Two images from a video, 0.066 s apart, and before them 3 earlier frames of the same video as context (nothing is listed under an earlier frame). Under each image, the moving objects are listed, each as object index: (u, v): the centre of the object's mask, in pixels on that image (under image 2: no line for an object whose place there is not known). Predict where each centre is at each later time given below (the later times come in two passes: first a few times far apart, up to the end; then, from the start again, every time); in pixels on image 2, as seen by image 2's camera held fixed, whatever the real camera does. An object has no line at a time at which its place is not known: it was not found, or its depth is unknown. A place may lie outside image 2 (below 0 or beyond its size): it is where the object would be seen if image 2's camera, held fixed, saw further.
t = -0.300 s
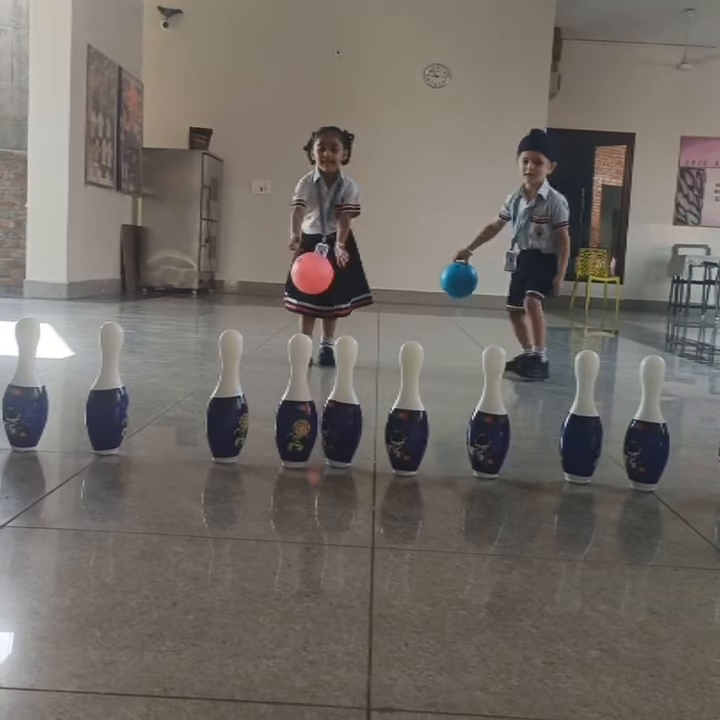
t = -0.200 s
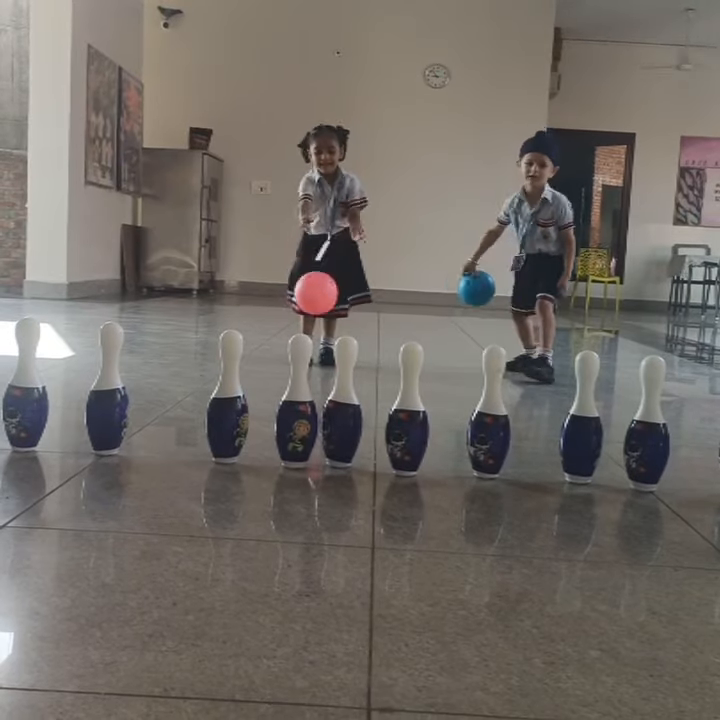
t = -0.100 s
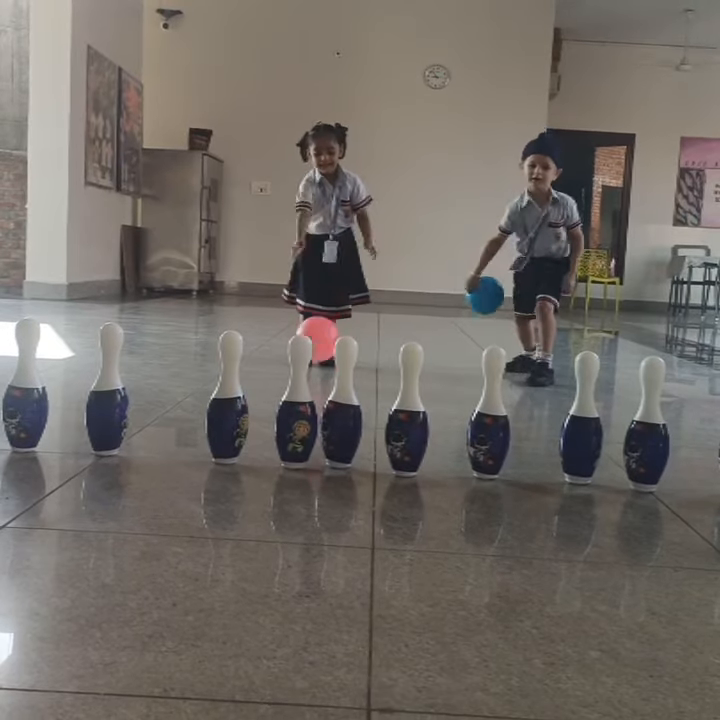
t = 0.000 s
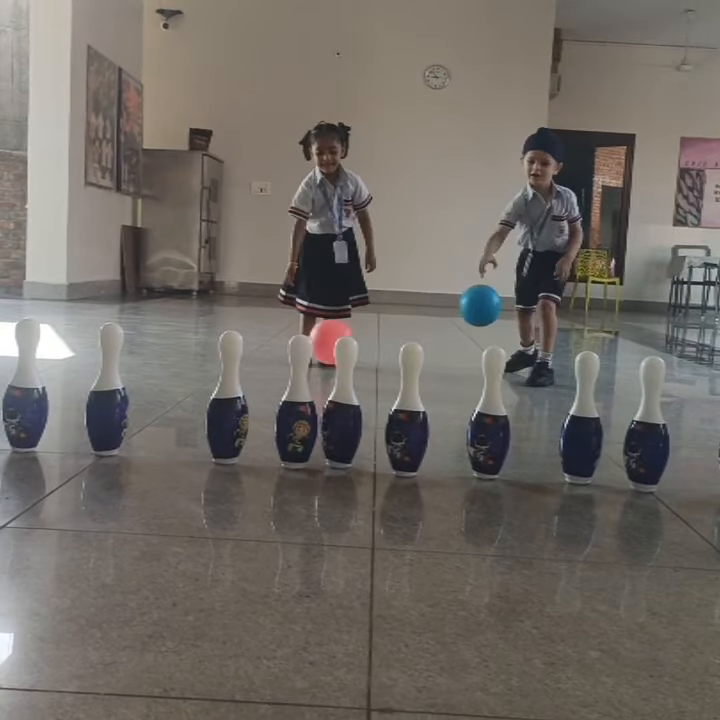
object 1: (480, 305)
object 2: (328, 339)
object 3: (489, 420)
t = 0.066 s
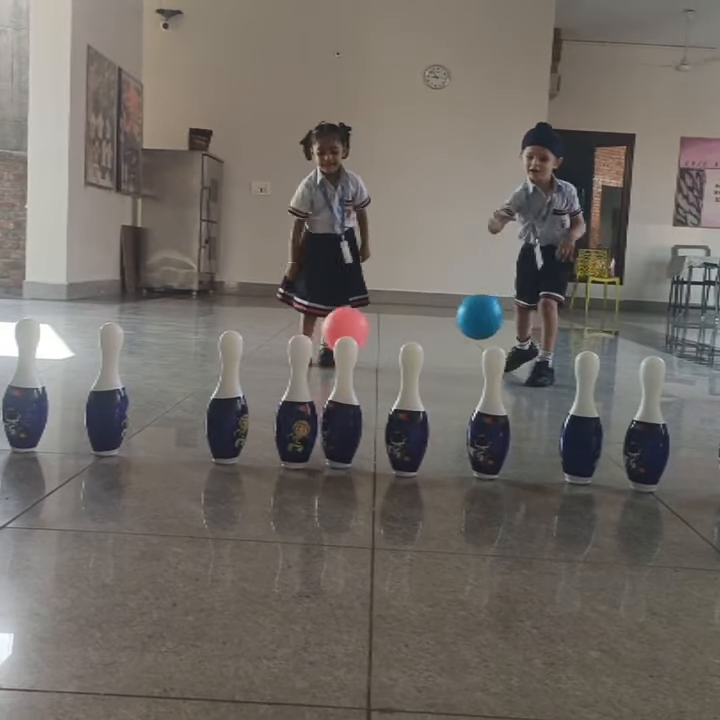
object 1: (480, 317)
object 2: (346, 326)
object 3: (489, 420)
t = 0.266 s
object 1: (465, 376)
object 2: (385, 370)
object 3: (489, 420)
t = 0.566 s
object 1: (450, 416)
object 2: (463, 366)
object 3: (549, 486)
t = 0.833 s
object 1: (448, 454)
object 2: (541, 393)
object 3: (699, 584)
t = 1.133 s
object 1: (498, 535)
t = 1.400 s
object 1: (595, 597)
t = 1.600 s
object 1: (683, 663)
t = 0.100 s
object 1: (478, 327)
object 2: (354, 326)
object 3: (489, 420)
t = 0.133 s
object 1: (475, 339)
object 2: (362, 328)
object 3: (489, 420)
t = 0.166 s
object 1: (469, 358)
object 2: (370, 333)
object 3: (489, 420)
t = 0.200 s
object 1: (465, 383)
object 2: (376, 342)
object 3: (489, 420)
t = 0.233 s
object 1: (464, 387)
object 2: (381, 354)
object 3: (489, 420)
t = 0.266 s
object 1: (465, 376)
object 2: (385, 370)
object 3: (489, 420)
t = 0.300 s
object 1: (468, 366)
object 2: (389, 367)
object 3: (489, 420)
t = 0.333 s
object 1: (475, 360)
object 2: (400, 356)
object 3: (489, 420)
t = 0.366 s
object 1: (478, 360)
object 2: (420, 345)
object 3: (489, 420)
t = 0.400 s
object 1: (480, 364)
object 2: (428, 344)
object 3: (489, 420)
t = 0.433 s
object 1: (474, 372)
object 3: (497, 415)
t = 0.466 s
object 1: (476, 379)
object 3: (508, 438)
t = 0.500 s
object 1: (468, 386)
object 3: (521, 471)
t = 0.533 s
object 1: (459, 399)
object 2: (450, 351)
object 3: (535, 478)
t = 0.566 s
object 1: (450, 416)
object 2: (463, 366)
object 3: (549, 486)
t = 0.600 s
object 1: (441, 441)
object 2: (469, 382)
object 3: (565, 484)
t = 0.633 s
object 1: (434, 464)
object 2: (478, 374)
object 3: (583, 488)
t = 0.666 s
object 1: (438, 448)
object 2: (488, 368)
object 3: (604, 499)
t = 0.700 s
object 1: (441, 438)
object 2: (499, 366)
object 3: (626, 522)
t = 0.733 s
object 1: (445, 434)
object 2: (510, 367)
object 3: (650, 552)
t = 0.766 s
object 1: (447, 435)
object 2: (521, 372)
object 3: (675, 589)
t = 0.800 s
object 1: (449, 441)
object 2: (531, 381)
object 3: (688, 586)
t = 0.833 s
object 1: (448, 454)
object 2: (541, 393)
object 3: (699, 584)
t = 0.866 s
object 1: (445, 472)
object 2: (551, 385)
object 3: (710, 591)
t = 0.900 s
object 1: (441, 500)
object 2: (557, 379)
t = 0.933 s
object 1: (444, 495)
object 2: (561, 377)
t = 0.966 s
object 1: (449, 489)
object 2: (566, 378)
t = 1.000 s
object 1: (457, 490)
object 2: (605, 386)
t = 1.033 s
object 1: (466, 500)
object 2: (609, 392)
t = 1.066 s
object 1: (476, 520)
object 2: (613, 399)
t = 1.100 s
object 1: (487, 547)
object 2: (617, 392)
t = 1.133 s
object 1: (498, 535)
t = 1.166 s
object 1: (509, 530)
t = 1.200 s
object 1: (520, 531)
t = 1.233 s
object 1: (528, 539)
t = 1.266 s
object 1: (536, 556)
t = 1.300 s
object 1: (545, 584)
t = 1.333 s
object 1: (558, 583)
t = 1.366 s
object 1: (575, 585)
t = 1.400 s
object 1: (595, 597)
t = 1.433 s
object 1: (616, 622)
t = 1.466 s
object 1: (638, 638)
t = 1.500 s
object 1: (652, 635)
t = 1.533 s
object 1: (663, 639)
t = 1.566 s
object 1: (672, 649)
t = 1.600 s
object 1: (683, 663)
